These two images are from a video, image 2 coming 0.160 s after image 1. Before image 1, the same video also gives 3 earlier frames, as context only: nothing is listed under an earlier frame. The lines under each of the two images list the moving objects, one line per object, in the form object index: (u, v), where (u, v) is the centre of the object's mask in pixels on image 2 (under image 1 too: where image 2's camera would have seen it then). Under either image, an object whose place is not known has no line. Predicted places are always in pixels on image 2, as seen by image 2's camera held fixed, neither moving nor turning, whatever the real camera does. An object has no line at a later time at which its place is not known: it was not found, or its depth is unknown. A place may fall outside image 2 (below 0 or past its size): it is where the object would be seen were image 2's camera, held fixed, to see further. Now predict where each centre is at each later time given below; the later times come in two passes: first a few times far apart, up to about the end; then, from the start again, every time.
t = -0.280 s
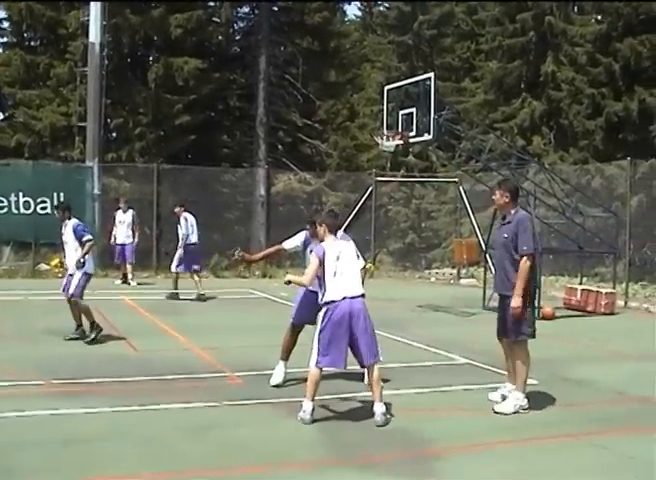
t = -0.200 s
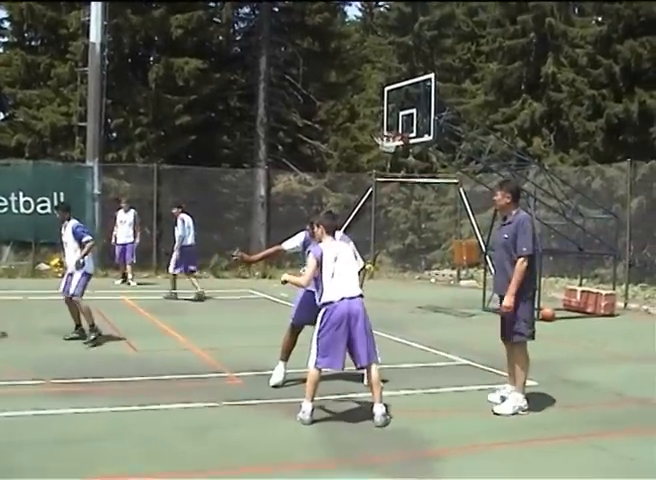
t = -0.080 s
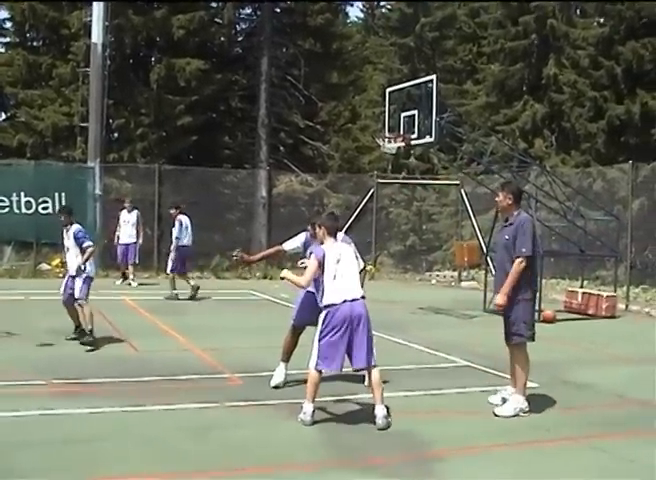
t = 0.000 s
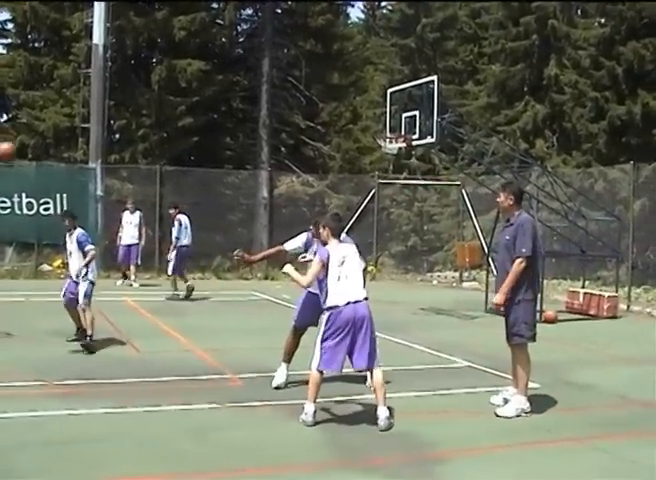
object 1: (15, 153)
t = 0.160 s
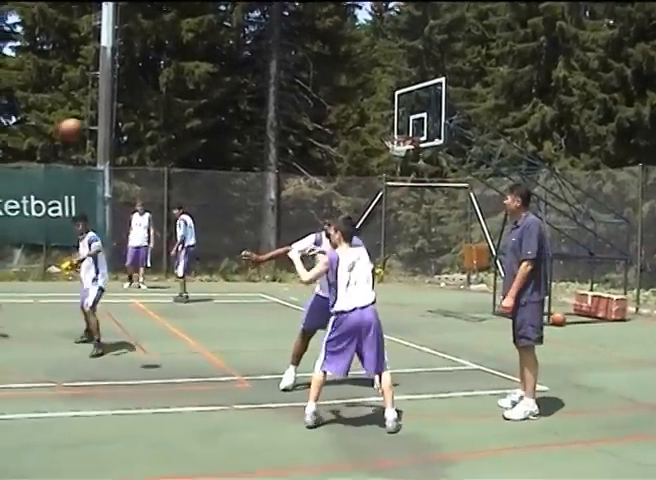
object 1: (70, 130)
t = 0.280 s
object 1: (120, 125)
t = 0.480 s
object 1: (216, 150)
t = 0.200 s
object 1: (86, 125)
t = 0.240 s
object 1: (103, 124)
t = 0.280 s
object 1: (120, 125)
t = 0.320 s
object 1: (136, 125)
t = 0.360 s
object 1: (156, 129)
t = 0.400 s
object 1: (175, 133)
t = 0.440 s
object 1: (195, 143)
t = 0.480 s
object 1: (216, 150)
